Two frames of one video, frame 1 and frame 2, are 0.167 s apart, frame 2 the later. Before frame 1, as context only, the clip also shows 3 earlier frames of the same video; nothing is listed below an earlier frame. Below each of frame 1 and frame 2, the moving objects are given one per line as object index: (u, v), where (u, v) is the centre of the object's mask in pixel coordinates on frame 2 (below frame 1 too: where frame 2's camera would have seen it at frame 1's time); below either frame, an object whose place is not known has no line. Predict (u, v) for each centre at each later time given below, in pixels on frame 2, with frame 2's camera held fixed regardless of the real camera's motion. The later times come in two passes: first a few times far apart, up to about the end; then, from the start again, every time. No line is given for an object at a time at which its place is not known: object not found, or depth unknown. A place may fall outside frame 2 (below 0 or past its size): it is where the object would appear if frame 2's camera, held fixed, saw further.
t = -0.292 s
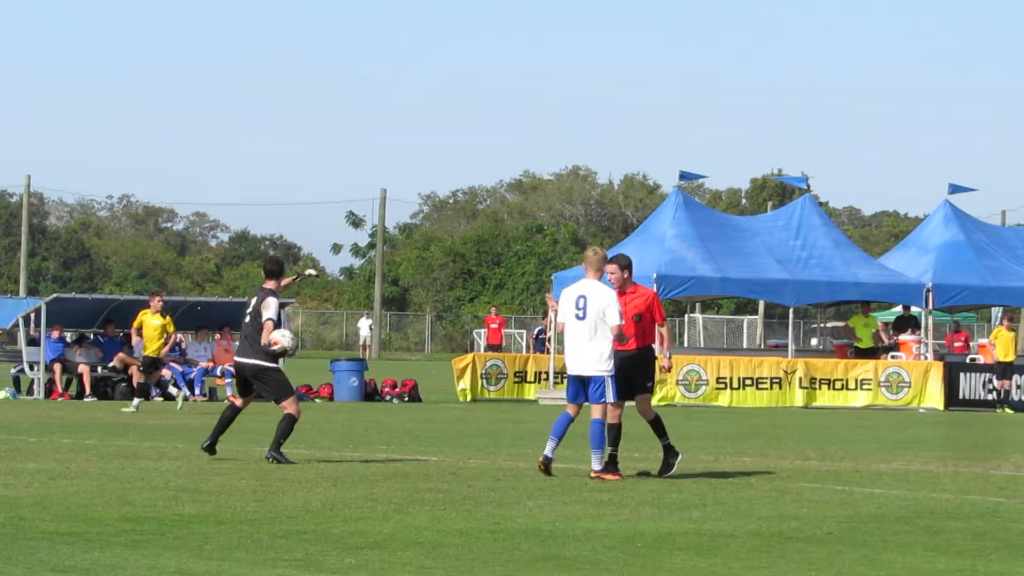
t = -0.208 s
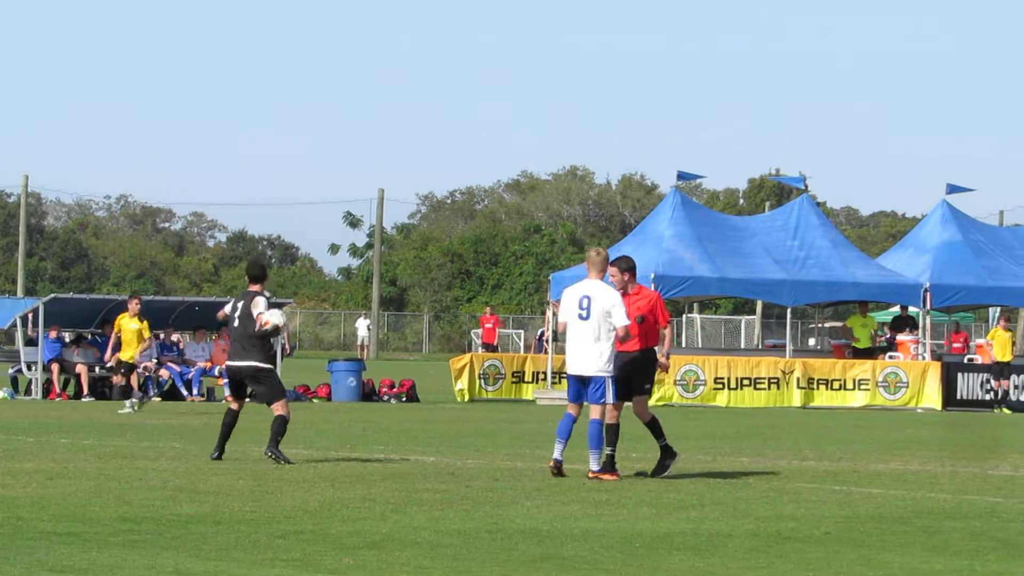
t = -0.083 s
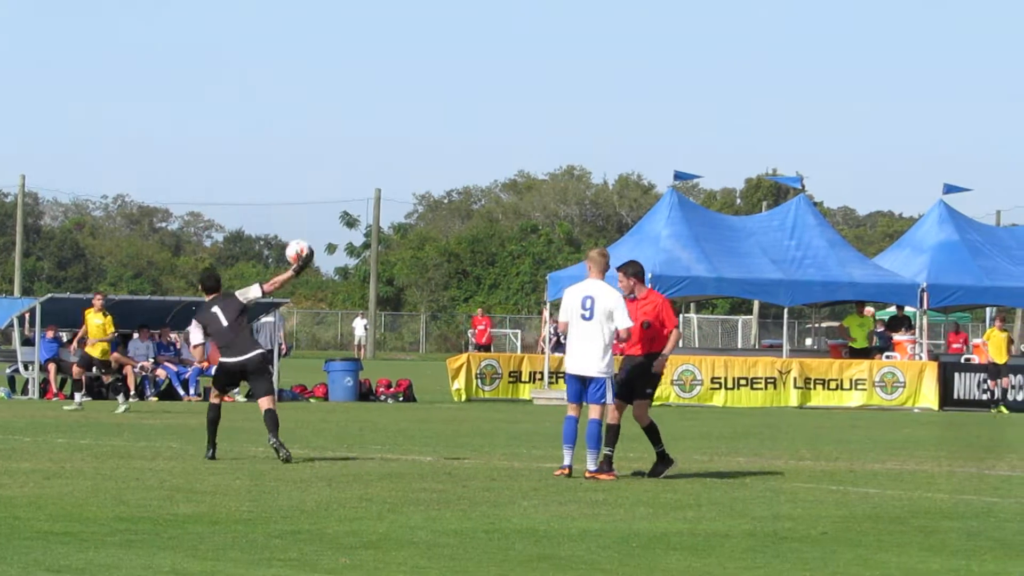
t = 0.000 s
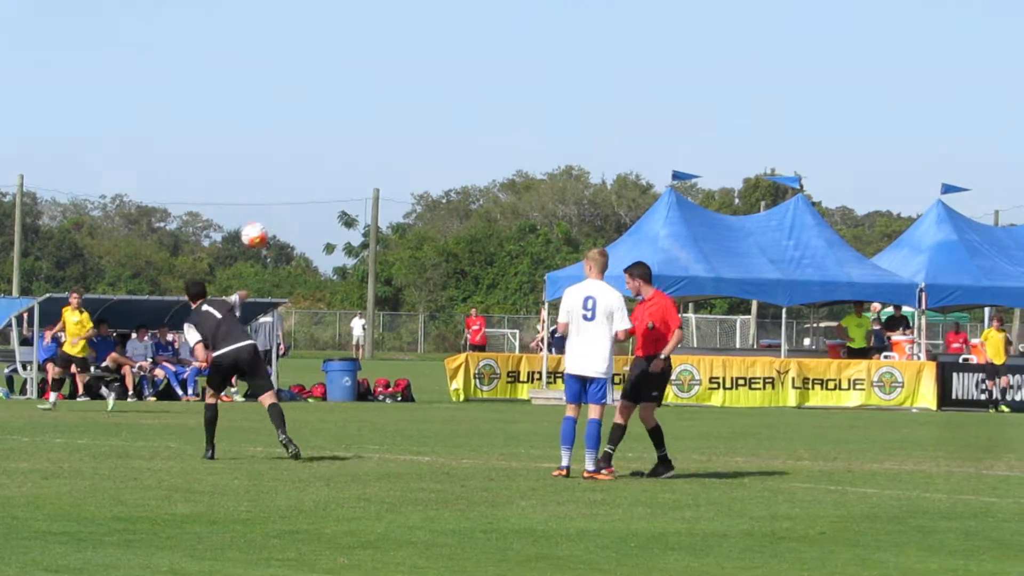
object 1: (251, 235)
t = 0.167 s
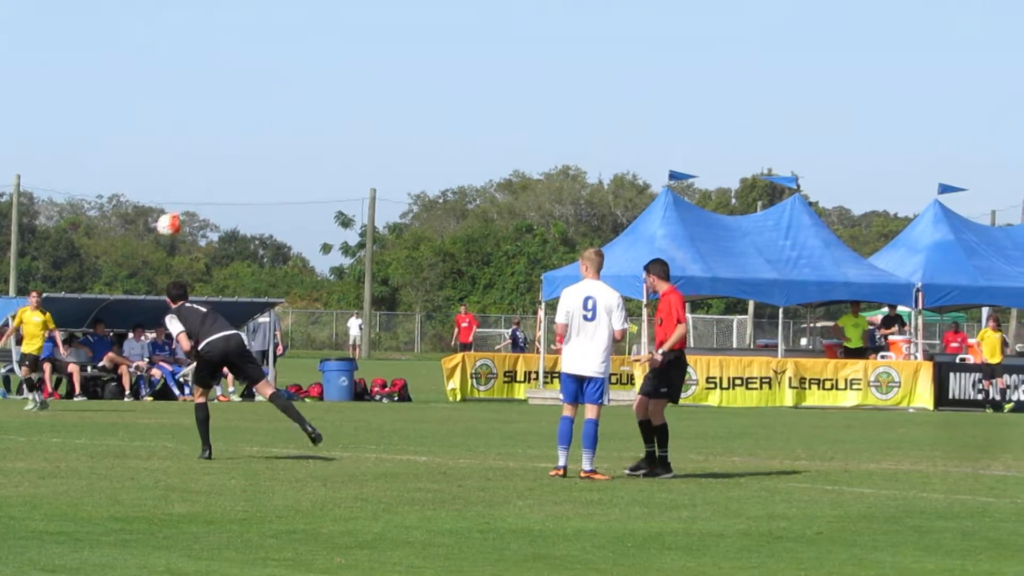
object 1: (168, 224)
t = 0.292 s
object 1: (121, 228)
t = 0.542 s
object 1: (51, 265)
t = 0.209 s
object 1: (151, 225)
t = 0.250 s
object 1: (135, 227)
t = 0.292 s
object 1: (121, 228)
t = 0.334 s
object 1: (106, 233)
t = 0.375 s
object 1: (94, 238)
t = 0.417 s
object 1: (82, 243)
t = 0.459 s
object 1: (71, 250)
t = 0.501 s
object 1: (61, 258)
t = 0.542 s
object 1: (51, 265)
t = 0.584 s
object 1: (42, 276)
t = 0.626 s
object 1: (34, 286)
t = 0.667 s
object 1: (25, 297)
